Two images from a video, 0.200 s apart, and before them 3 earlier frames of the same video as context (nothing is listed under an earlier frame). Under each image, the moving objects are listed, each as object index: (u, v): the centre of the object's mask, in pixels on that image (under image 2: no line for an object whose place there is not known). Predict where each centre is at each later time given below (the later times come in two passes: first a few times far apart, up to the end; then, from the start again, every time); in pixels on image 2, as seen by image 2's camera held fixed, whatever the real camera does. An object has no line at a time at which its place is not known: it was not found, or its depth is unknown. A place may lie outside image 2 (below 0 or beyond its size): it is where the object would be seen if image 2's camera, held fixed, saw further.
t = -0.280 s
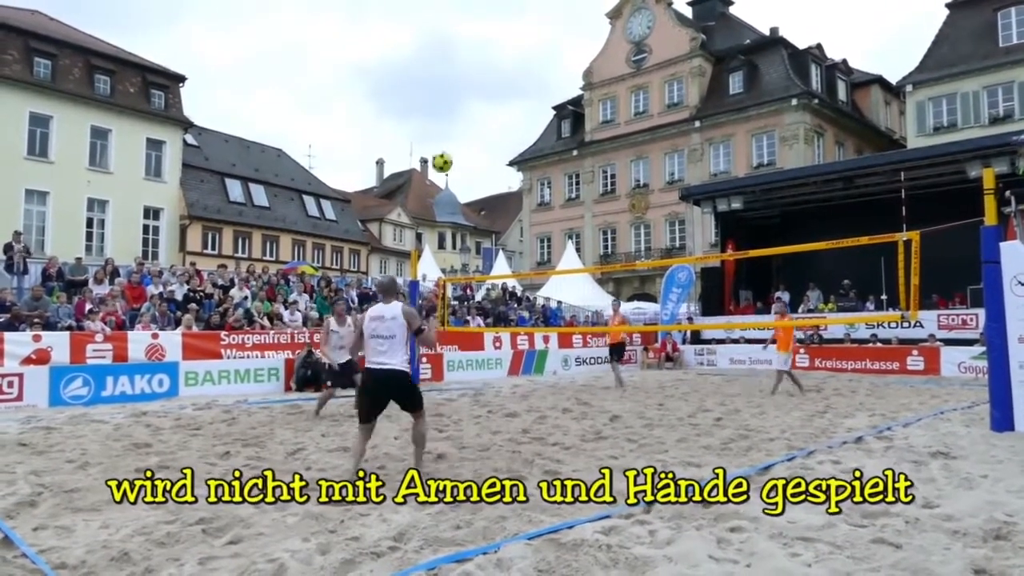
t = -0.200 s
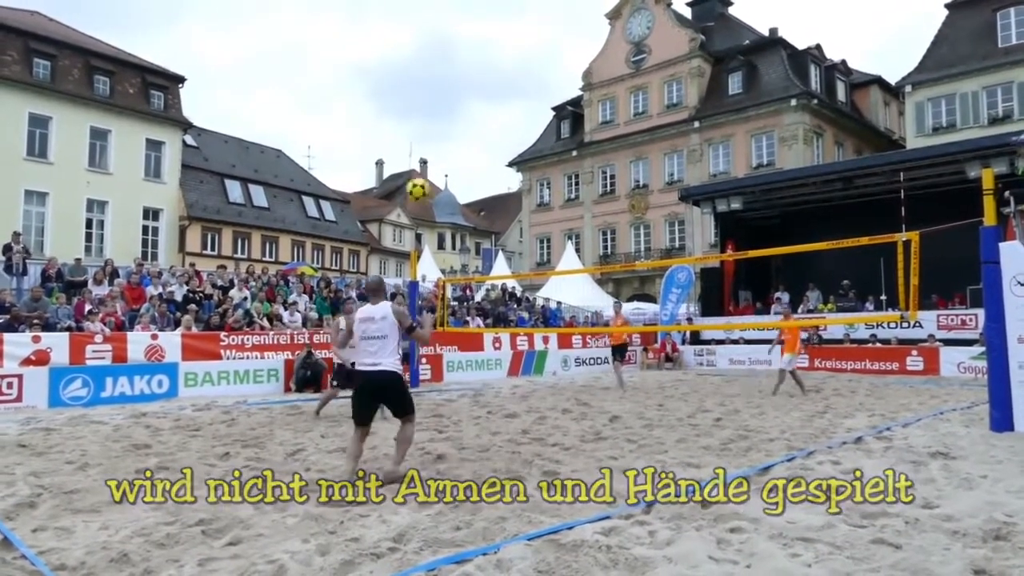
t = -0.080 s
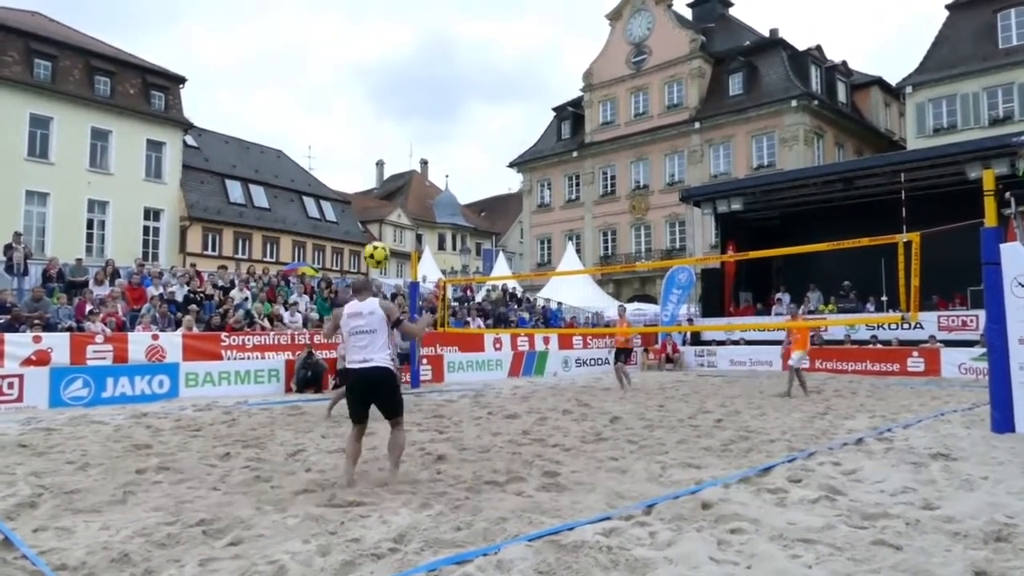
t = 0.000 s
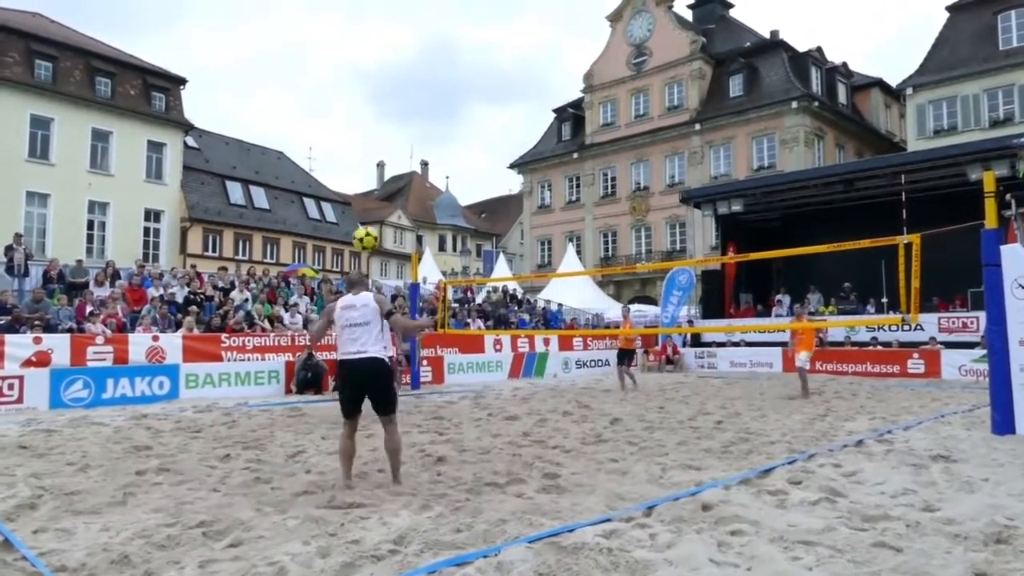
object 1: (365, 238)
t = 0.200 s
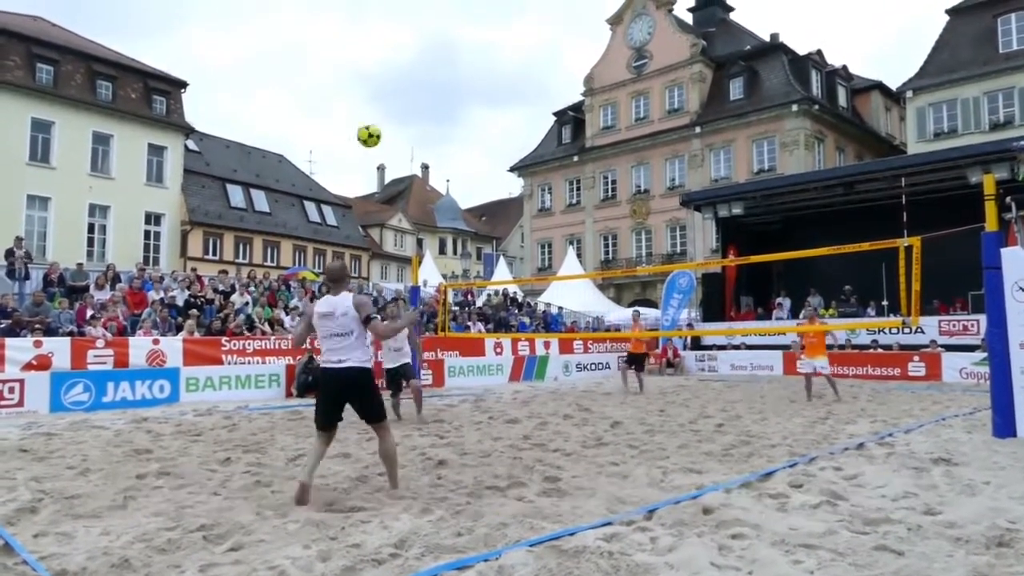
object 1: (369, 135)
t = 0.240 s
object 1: (368, 120)
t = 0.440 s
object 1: (371, 79)
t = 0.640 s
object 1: (373, 77)
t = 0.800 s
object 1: (373, 101)
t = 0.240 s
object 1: (368, 120)
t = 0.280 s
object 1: (369, 107)
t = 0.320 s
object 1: (369, 97)
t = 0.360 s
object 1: (370, 90)
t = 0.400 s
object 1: (371, 83)
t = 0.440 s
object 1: (371, 79)
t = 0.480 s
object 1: (371, 74)
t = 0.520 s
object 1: (372, 73)
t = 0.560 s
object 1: (372, 73)
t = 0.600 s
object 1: (373, 75)
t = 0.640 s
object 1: (373, 77)
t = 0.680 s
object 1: (373, 81)
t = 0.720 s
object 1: (373, 87)
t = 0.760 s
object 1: (373, 94)
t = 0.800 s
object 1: (373, 101)
